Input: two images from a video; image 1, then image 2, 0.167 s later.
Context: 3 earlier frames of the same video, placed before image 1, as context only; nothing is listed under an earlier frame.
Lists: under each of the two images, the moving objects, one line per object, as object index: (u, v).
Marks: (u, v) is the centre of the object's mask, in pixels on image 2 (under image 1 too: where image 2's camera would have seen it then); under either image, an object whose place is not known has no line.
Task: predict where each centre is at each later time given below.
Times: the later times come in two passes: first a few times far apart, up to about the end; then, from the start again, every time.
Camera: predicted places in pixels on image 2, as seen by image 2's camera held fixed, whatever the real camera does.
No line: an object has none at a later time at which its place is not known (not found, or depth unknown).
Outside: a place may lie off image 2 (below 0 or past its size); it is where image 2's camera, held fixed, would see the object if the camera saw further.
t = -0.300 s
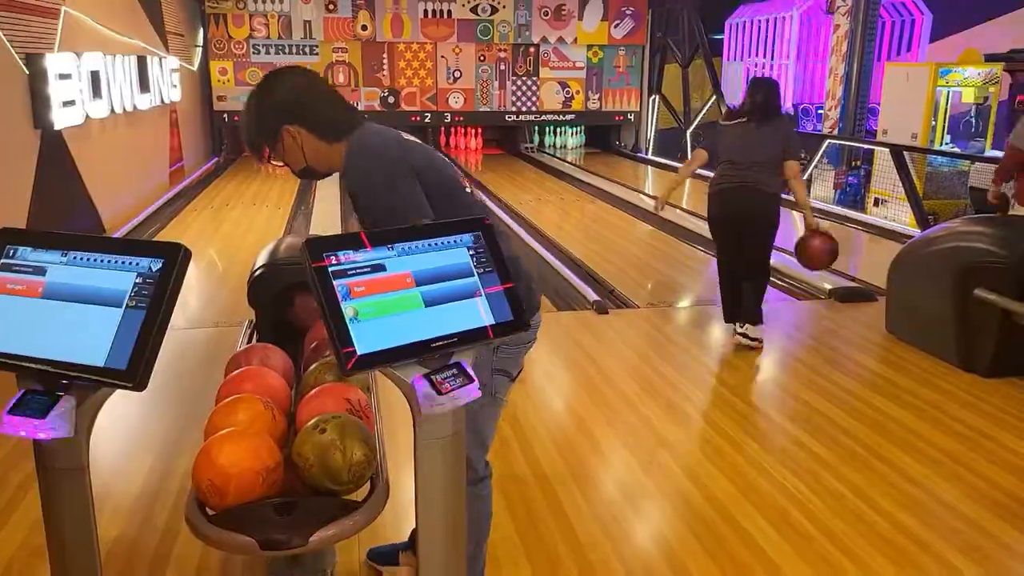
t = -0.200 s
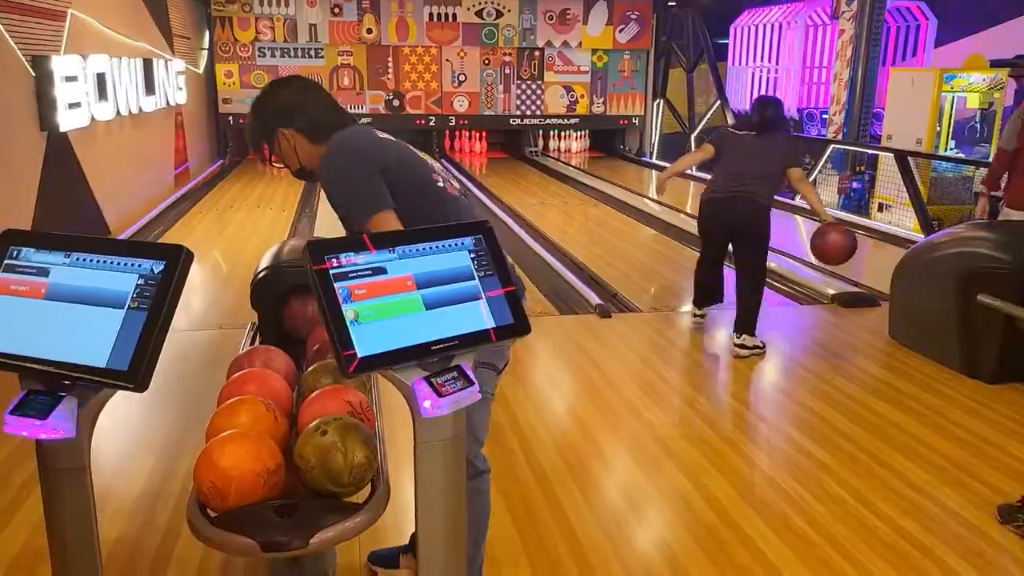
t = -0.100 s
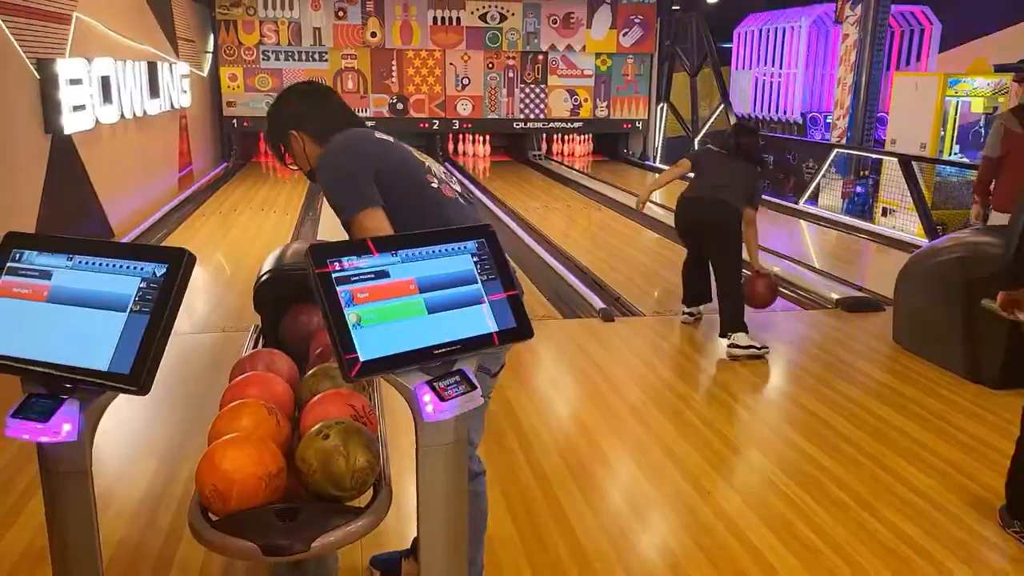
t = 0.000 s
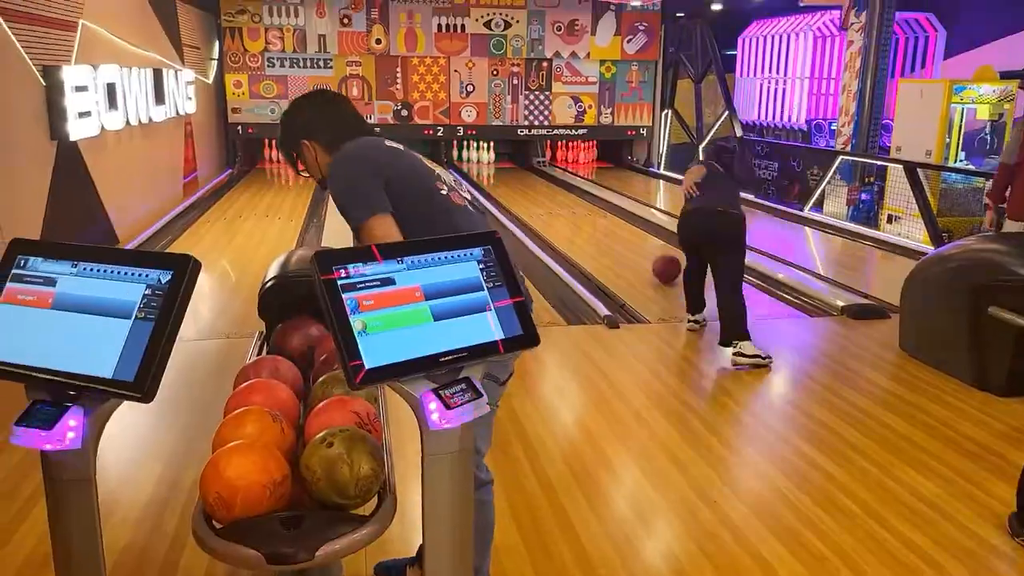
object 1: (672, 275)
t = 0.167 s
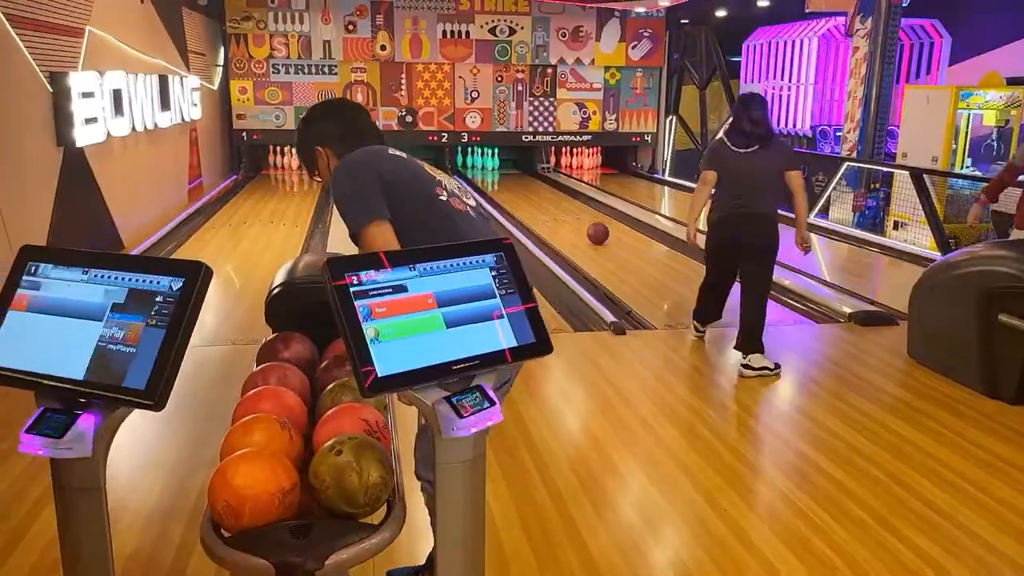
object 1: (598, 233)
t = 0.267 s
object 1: (569, 217)
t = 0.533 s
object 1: (515, 188)
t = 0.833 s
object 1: (476, 168)
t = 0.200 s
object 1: (587, 227)
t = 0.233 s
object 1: (577, 222)
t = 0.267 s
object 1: (569, 217)
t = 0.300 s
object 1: (560, 212)
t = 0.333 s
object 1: (552, 208)
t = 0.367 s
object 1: (545, 204)
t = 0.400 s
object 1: (538, 200)
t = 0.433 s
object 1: (532, 197)
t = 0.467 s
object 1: (526, 194)
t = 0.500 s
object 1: (520, 191)
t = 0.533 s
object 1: (515, 188)
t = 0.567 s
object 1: (510, 185)
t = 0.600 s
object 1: (505, 182)
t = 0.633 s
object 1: (500, 180)
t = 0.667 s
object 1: (496, 177)
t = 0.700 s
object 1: (492, 174)
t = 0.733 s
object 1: (487, 172)
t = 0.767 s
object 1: (483, 170)
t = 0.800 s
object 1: (479, 169)
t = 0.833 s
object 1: (476, 168)
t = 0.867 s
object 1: (472, 165)
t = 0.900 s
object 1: (471, 164)
